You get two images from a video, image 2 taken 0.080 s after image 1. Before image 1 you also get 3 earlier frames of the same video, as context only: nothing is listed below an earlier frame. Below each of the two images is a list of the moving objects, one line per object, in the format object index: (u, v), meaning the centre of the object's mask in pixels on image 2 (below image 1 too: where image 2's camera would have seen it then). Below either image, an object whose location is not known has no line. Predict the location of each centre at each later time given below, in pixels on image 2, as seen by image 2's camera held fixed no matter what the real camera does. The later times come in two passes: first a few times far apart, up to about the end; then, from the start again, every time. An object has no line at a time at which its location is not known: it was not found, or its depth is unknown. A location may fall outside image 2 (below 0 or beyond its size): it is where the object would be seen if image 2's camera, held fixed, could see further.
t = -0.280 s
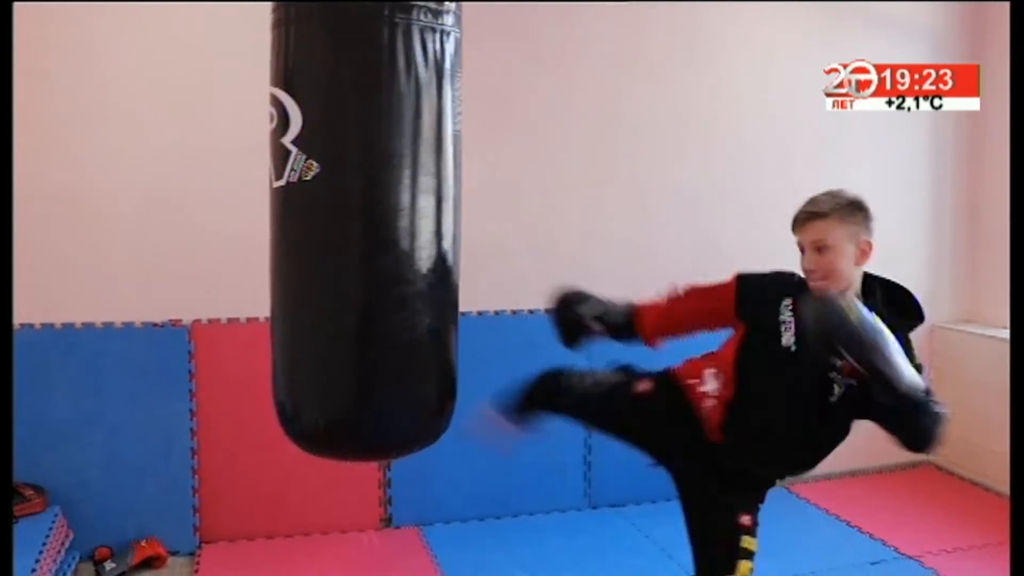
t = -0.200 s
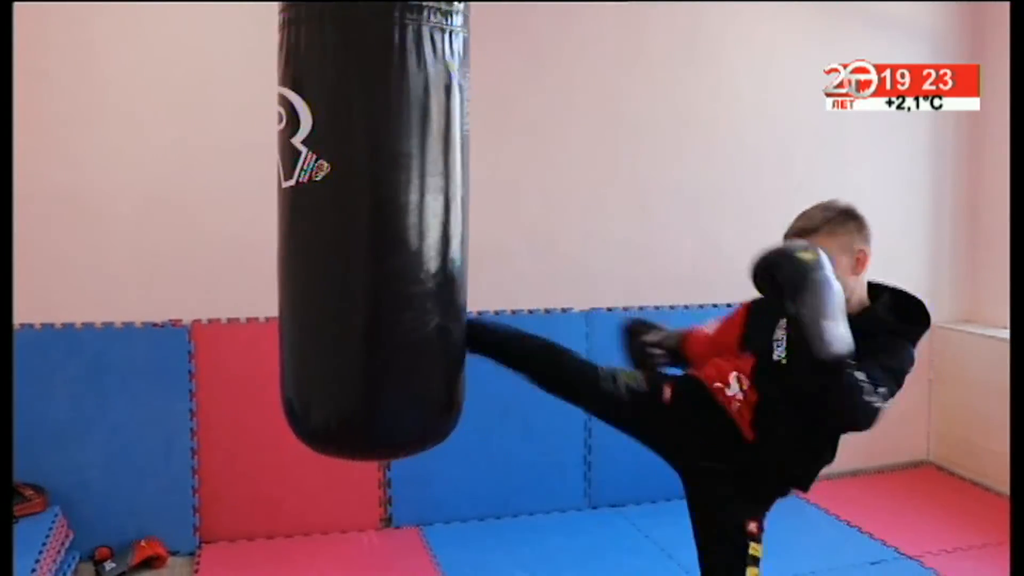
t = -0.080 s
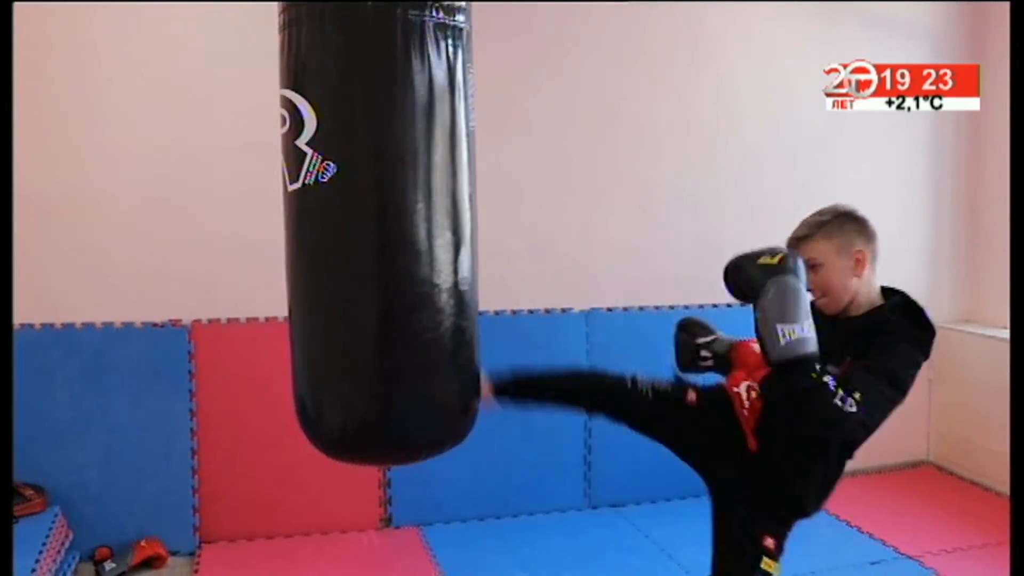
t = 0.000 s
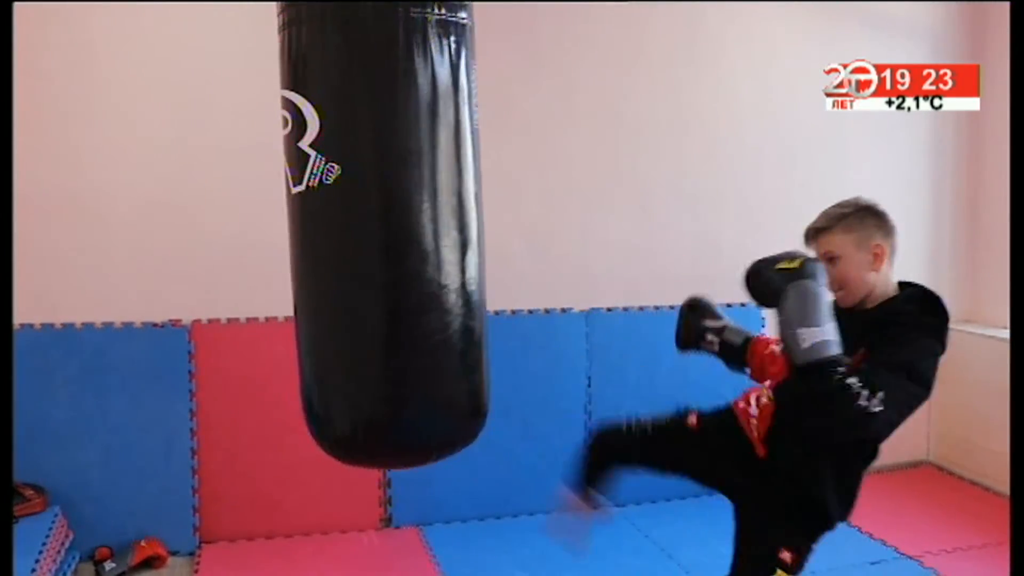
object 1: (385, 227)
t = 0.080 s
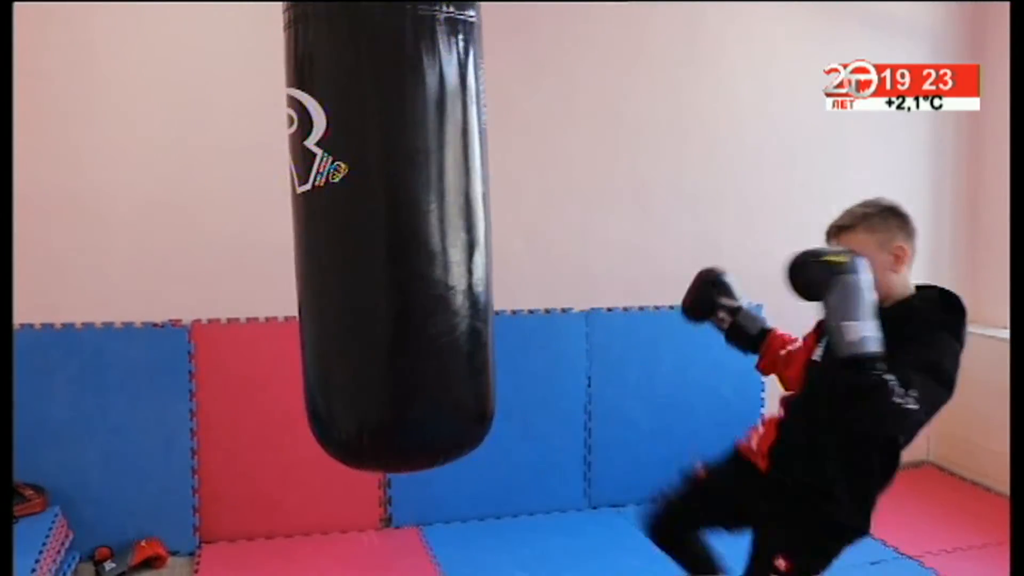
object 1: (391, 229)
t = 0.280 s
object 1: (403, 235)
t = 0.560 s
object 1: (405, 240)
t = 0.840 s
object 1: (391, 242)
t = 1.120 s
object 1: (370, 241)
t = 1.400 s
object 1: (349, 235)
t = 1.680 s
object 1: (337, 226)
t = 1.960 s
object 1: (340, 221)
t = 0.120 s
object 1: (395, 229)
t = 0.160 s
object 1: (397, 231)
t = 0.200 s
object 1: (400, 232)
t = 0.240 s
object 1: (401, 234)
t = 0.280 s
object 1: (403, 235)
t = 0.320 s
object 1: (403, 235)
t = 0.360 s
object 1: (403, 236)
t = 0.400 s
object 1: (404, 237)
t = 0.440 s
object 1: (404, 237)
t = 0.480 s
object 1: (405, 237)
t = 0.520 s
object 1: (405, 239)
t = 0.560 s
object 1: (405, 240)
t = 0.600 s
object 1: (404, 241)
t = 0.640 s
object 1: (403, 241)
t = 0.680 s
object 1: (402, 242)
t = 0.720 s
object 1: (399, 242)
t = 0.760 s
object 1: (397, 243)
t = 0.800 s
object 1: (394, 243)
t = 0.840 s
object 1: (391, 242)
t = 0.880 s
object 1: (388, 242)
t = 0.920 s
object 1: (386, 242)
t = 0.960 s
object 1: (383, 242)
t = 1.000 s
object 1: (381, 242)
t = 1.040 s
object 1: (378, 241)
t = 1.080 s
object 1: (375, 241)
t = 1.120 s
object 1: (370, 241)
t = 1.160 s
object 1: (367, 240)
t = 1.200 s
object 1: (364, 239)
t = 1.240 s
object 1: (360, 238)
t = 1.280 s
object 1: (357, 237)
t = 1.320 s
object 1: (354, 236)
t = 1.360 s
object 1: (352, 235)
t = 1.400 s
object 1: (349, 235)
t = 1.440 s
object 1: (347, 234)
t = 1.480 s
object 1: (345, 233)
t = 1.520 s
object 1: (344, 231)
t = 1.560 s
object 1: (341, 230)
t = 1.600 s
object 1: (339, 229)
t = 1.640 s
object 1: (338, 227)
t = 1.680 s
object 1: (337, 226)
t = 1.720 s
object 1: (337, 225)
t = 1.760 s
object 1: (337, 225)
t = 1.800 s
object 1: (337, 223)
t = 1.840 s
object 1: (338, 223)
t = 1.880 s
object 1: (338, 222)
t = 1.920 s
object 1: (339, 222)
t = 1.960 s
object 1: (340, 221)
